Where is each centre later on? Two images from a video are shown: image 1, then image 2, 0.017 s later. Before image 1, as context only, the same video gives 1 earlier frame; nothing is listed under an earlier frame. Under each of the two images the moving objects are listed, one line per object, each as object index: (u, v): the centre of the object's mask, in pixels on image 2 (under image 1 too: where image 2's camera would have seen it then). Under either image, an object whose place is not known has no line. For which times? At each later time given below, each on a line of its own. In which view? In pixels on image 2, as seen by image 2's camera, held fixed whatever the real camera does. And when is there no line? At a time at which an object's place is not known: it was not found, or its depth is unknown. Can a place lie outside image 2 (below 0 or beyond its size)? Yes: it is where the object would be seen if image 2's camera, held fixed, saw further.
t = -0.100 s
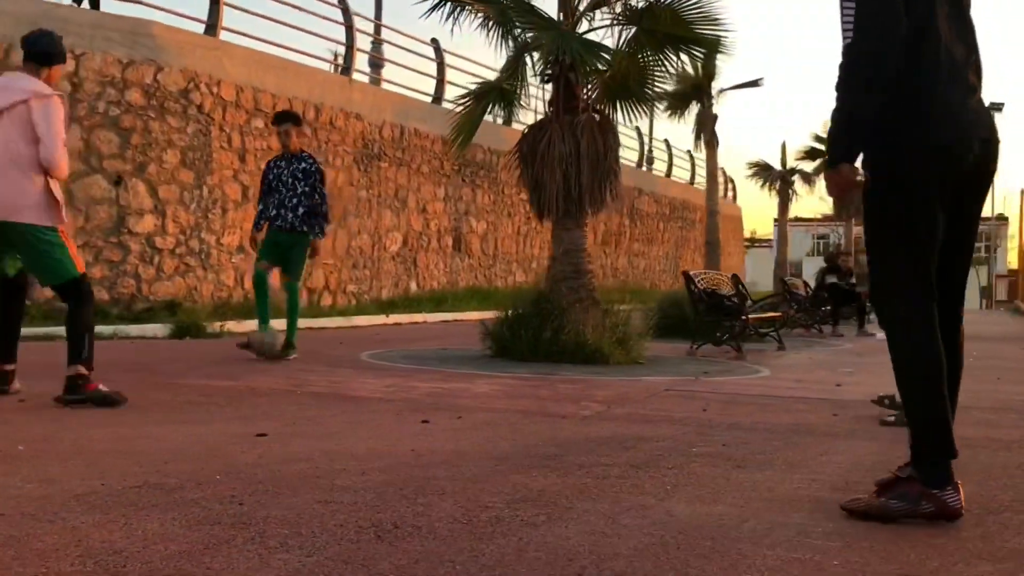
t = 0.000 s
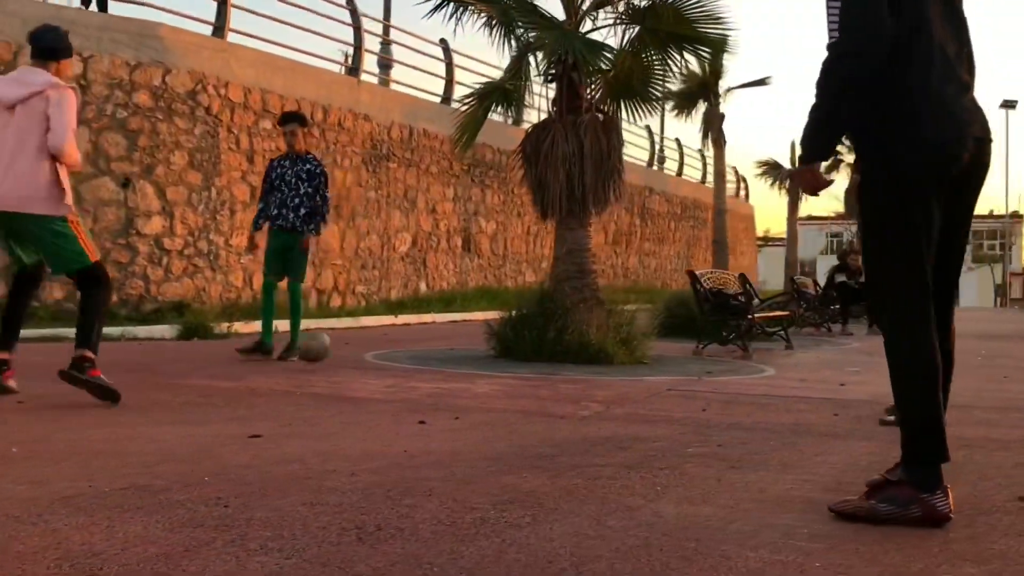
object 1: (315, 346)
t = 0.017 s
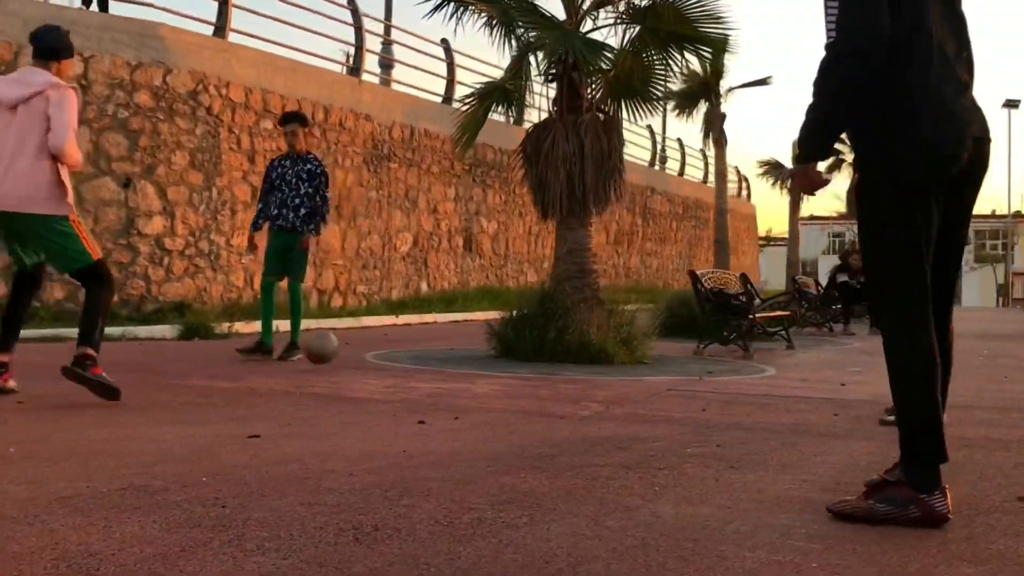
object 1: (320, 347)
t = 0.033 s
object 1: (327, 348)
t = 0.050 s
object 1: (334, 350)
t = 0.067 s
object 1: (342, 353)
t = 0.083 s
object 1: (350, 356)
